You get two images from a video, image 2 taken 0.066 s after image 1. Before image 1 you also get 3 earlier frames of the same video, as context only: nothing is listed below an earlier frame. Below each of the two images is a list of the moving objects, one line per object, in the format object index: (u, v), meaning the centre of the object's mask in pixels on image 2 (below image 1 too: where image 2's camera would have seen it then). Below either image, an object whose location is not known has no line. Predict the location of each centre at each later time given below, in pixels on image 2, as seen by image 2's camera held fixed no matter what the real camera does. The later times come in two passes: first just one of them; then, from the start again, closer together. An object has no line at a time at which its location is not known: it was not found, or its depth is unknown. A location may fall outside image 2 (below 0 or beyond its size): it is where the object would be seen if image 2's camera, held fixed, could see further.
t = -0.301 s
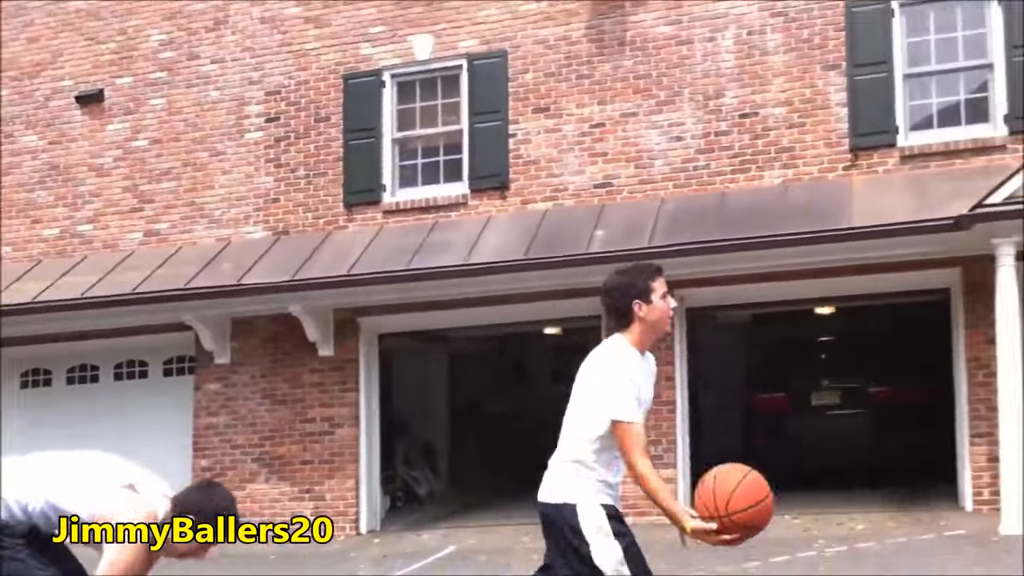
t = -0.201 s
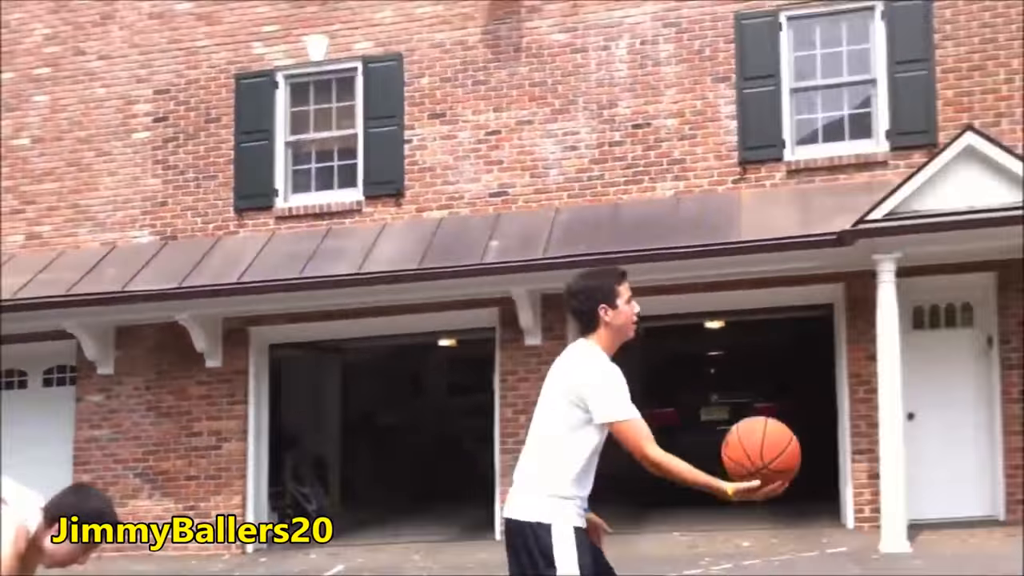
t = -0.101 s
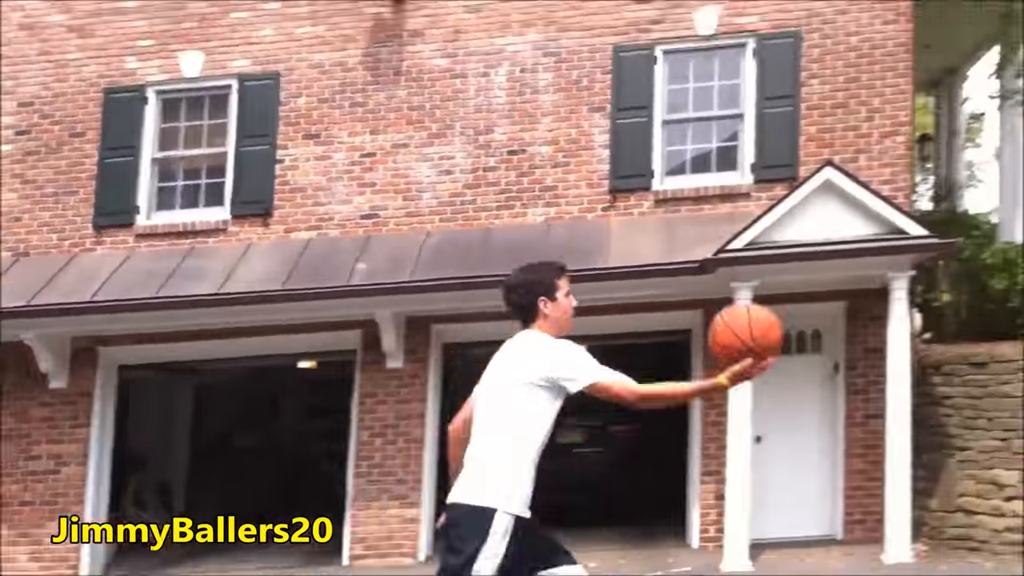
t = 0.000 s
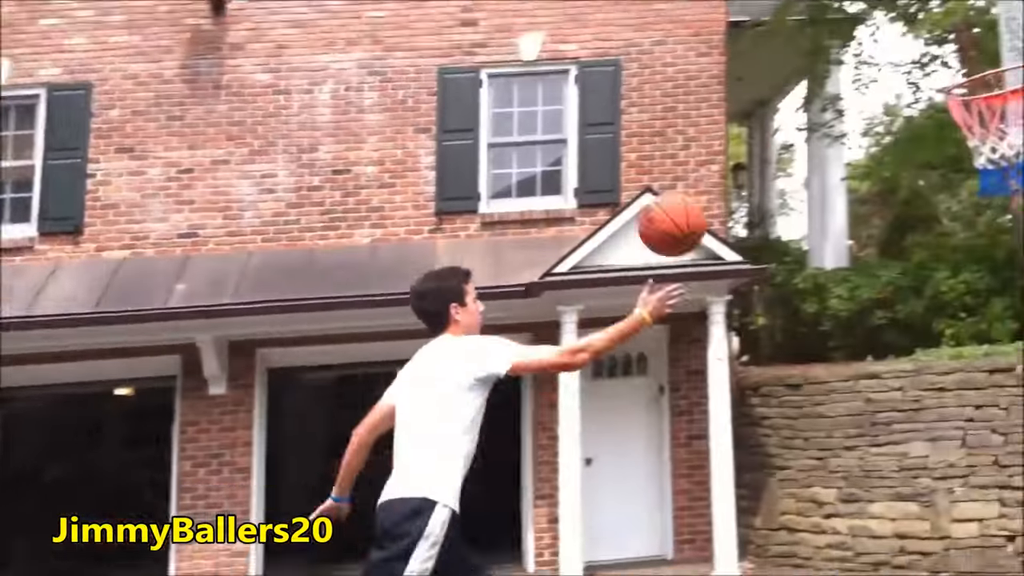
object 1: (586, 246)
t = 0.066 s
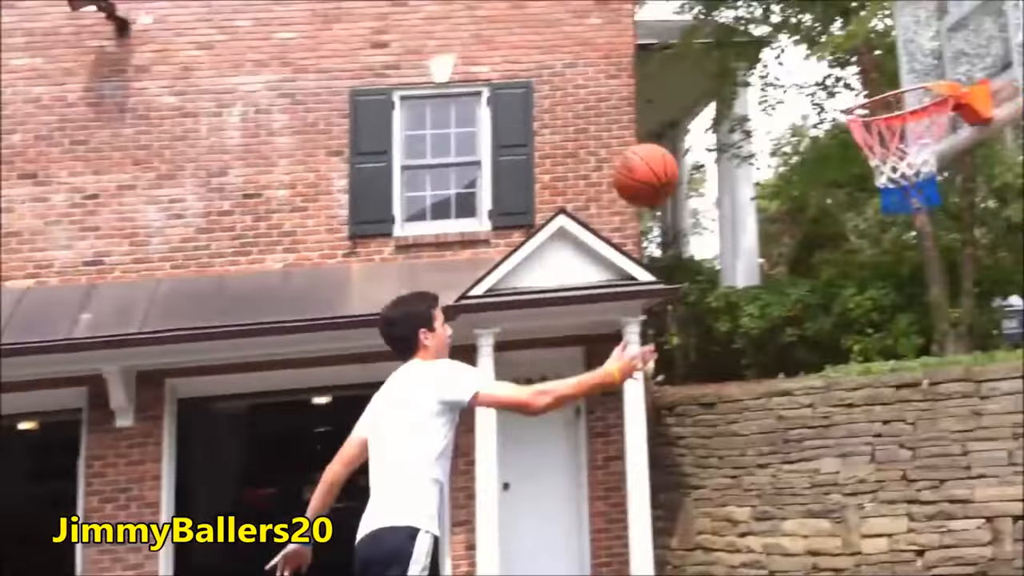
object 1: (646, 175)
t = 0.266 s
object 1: (797, 44)
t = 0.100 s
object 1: (670, 145)
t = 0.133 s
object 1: (693, 119)
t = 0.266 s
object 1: (797, 44)
